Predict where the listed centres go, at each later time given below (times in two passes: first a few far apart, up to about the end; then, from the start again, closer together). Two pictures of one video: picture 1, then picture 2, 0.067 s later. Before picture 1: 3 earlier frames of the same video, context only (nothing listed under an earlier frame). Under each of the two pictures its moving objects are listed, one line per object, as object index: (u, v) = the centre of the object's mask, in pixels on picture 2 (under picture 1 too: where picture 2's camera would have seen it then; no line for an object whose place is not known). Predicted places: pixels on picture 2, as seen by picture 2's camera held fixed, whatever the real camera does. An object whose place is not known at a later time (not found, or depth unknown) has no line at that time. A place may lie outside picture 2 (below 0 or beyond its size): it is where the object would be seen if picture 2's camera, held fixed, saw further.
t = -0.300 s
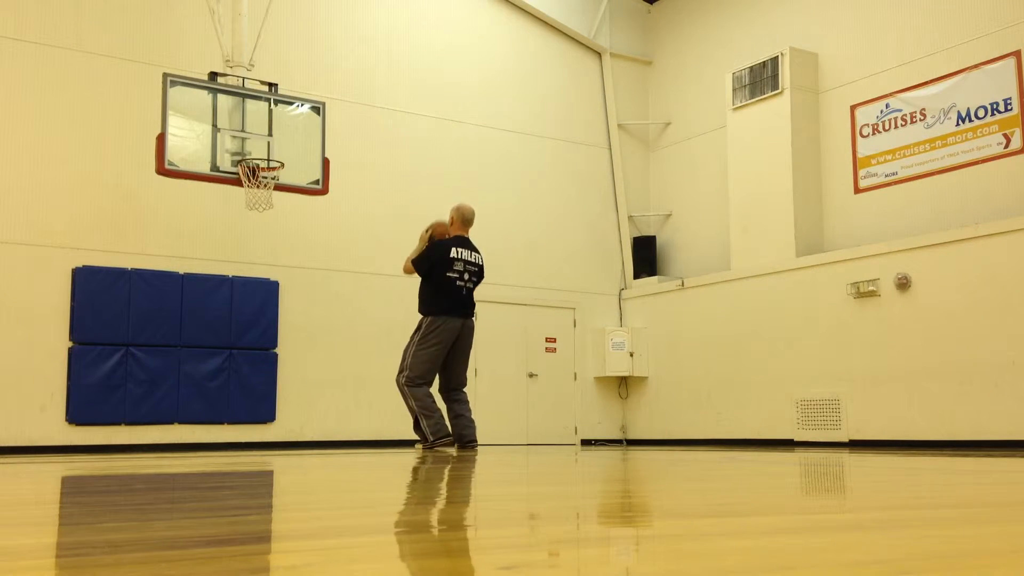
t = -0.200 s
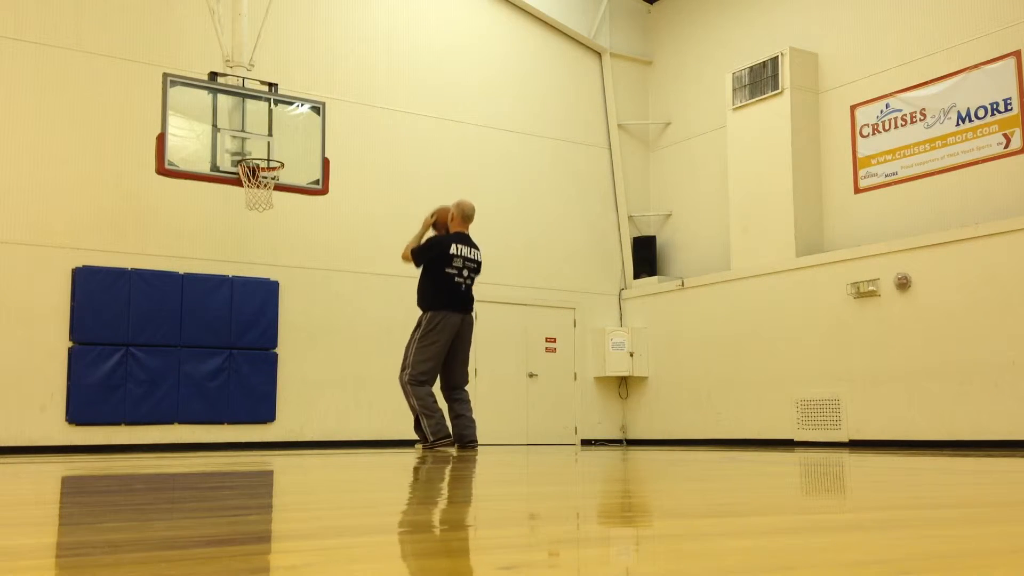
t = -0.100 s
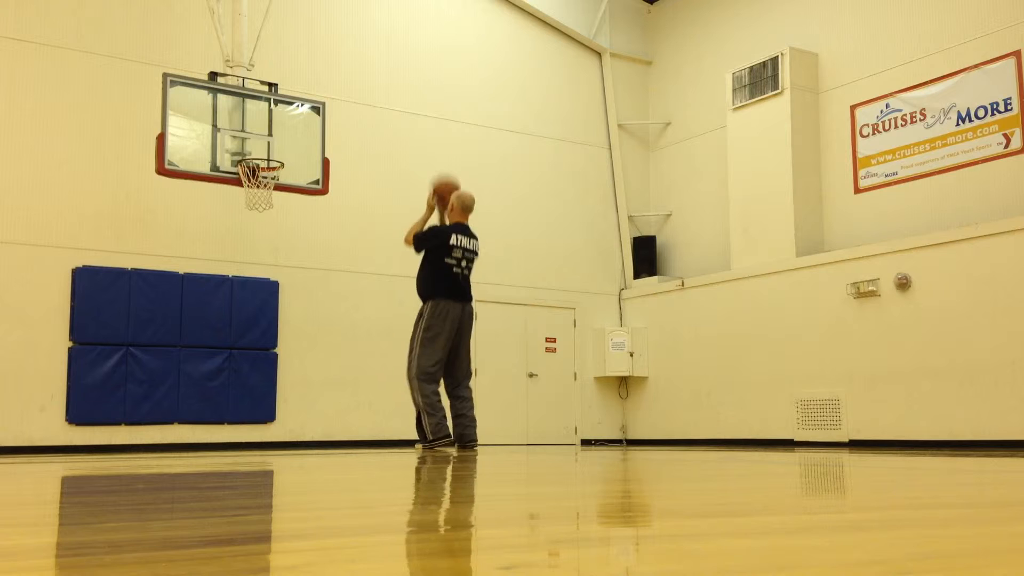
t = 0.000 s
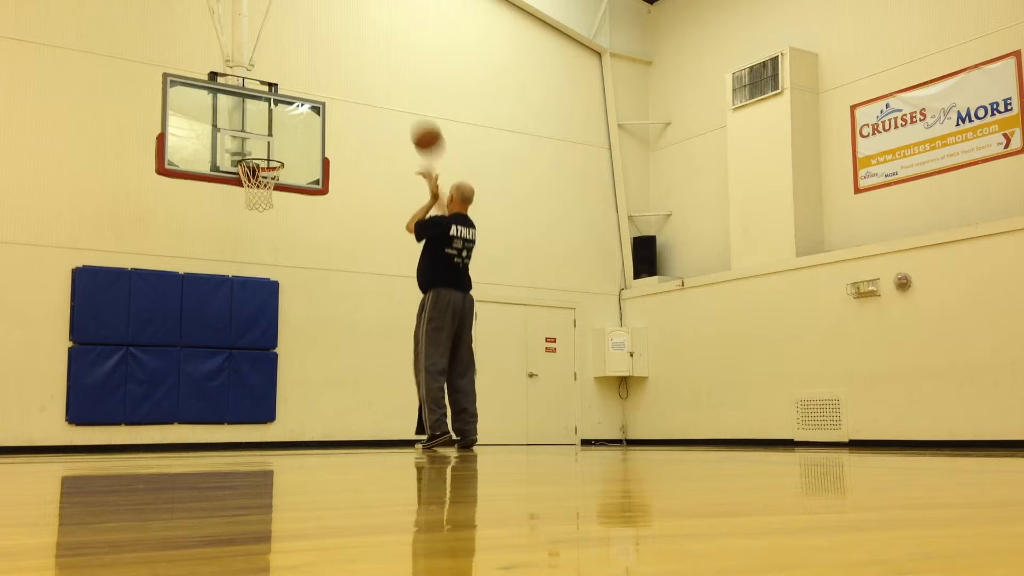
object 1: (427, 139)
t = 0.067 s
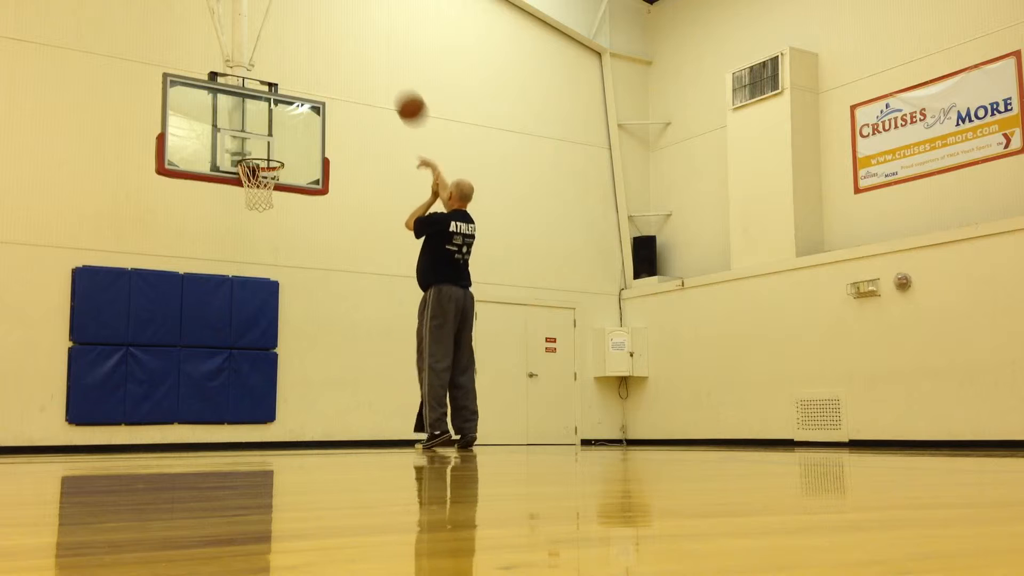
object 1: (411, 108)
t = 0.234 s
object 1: (373, 58)
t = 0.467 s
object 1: (330, 44)
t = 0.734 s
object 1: (288, 89)
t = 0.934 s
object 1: (261, 160)
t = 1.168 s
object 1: (249, 209)
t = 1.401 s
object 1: (247, 279)
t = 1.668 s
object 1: (241, 424)
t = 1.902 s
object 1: (247, 355)
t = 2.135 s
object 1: (253, 305)
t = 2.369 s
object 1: (257, 303)
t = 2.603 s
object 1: (260, 351)
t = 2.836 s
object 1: (261, 427)
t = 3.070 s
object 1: (265, 366)
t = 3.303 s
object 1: (268, 353)
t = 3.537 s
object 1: (269, 391)
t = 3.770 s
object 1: (270, 410)
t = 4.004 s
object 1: (272, 380)
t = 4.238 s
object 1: (273, 401)
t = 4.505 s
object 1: (273, 409)
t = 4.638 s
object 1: (273, 399)
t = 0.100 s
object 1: (403, 95)
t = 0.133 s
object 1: (395, 83)
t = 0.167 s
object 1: (388, 73)
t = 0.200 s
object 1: (380, 65)
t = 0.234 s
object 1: (373, 58)
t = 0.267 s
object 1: (367, 52)
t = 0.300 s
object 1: (360, 48)
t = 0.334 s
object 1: (354, 45)
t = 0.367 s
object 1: (348, 43)
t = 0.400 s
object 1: (342, 42)
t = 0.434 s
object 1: (336, 42)
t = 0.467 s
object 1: (330, 44)
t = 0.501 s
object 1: (324, 46)
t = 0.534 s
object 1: (319, 50)
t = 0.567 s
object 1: (313, 54)
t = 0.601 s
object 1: (308, 60)
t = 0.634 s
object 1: (303, 66)
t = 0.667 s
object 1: (297, 73)
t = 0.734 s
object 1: (288, 89)
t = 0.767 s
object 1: (283, 100)
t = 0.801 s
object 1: (278, 113)
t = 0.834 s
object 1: (273, 123)
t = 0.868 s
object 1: (268, 135)
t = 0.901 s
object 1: (264, 147)
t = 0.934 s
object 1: (261, 160)
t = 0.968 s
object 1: (253, 174)
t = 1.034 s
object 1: (250, 197)
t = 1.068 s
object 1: (250, 196)
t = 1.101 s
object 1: (249, 198)
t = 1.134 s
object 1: (249, 204)
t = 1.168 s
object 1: (249, 209)
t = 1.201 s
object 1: (249, 216)
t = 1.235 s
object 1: (248, 224)
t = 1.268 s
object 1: (248, 233)
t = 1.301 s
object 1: (248, 243)
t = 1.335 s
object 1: (248, 254)
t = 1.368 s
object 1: (247, 265)
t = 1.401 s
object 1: (247, 279)
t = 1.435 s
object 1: (246, 293)
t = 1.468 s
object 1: (246, 309)
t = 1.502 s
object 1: (245, 326)
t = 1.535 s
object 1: (244, 343)
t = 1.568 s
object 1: (244, 362)
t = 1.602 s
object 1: (243, 381)
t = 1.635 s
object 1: (242, 402)
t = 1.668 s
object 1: (241, 424)
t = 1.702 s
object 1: (241, 433)
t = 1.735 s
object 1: (242, 417)
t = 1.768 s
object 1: (243, 404)
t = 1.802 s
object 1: (244, 391)
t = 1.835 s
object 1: (245, 378)
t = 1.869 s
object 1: (246, 365)
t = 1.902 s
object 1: (247, 355)
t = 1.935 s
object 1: (248, 344)
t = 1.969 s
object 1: (249, 335)
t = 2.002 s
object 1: (250, 327)
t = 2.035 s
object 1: (250, 320)
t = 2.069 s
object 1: (251, 314)
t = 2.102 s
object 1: (252, 309)
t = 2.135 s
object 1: (253, 305)
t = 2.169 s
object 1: (253, 301)
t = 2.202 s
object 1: (254, 300)
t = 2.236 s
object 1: (255, 298)
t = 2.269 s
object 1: (255, 298)
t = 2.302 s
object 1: (256, 298)
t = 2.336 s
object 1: (256, 300)
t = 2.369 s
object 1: (257, 303)
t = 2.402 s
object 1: (258, 306)
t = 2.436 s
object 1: (258, 311)
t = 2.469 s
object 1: (258, 317)
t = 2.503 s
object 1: (259, 323)
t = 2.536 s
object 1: (259, 332)
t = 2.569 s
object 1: (259, 340)
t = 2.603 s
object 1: (260, 351)
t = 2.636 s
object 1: (260, 362)
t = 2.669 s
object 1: (260, 375)
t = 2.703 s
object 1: (260, 388)
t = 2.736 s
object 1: (260, 402)
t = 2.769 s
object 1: (260, 417)
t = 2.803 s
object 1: (260, 435)
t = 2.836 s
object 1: (261, 427)
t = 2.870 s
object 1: (262, 416)
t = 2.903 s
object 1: (262, 405)
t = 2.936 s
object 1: (263, 395)
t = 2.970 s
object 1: (264, 386)
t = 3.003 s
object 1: (264, 378)
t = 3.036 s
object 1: (265, 371)
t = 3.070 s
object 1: (265, 366)
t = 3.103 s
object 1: (266, 361)
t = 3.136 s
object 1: (266, 357)
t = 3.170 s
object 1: (267, 354)
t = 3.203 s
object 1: (267, 352)
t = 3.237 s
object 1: (267, 352)
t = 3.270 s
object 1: (267, 351)
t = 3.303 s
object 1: (268, 353)
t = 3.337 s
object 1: (268, 355)
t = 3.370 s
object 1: (268, 358)
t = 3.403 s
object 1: (268, 362)
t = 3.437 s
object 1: (268, 368)
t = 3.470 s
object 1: (268, 375)
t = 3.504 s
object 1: (269, 382)
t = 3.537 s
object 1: (269, 391)
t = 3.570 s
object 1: (269, 401)
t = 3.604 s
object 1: (269, 412)
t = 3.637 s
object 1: (269, 424)
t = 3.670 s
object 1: (269, 436)
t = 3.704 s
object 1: (270, 427)
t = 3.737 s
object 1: (270, 417)
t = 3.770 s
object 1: (270, 410)
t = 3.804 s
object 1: (271, 402)
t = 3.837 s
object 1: (271, 396)
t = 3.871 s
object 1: (271, 390)
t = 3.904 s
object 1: (272, 386)
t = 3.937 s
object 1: (272, 383)
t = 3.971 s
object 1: (272, 380)
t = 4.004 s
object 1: (272, 380)
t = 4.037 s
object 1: (272, 380)
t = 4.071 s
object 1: (273, 380)
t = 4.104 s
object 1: (273, 382)
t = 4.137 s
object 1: (273, 385)
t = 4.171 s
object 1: (273, 389)
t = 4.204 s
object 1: (273, 395)
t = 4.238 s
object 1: (273, 401)
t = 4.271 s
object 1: (273, 409)
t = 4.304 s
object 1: (273, 418)
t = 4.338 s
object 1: (273, 427)
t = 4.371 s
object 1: (272, 435)
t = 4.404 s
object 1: (272, 428)
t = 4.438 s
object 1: (273, 420)
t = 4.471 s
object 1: (273, 414)
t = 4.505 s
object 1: (273, 409)
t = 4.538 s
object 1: (273, 405)
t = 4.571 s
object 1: (273, 402)
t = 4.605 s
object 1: (273, 400)
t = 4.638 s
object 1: (273, 399)
